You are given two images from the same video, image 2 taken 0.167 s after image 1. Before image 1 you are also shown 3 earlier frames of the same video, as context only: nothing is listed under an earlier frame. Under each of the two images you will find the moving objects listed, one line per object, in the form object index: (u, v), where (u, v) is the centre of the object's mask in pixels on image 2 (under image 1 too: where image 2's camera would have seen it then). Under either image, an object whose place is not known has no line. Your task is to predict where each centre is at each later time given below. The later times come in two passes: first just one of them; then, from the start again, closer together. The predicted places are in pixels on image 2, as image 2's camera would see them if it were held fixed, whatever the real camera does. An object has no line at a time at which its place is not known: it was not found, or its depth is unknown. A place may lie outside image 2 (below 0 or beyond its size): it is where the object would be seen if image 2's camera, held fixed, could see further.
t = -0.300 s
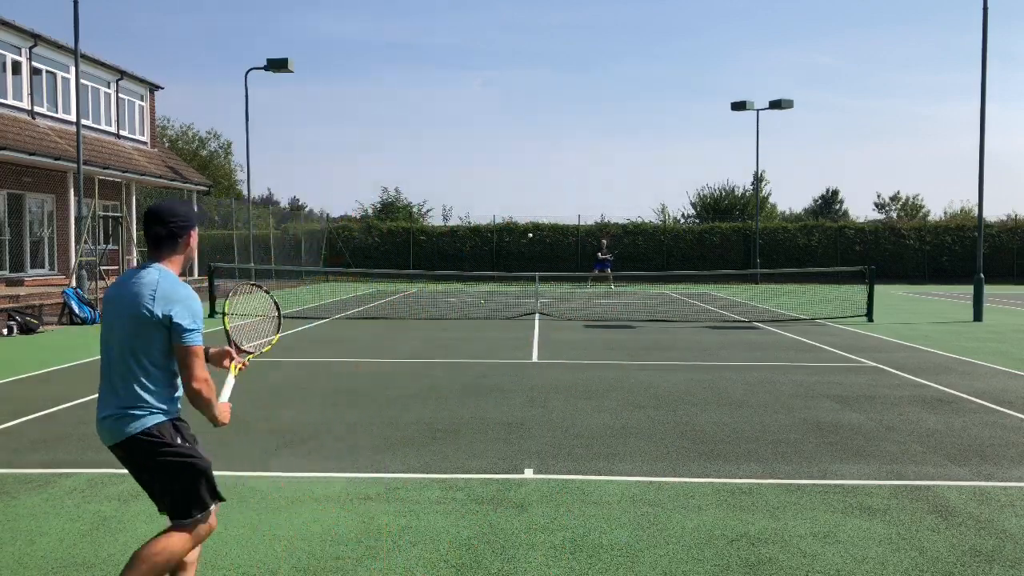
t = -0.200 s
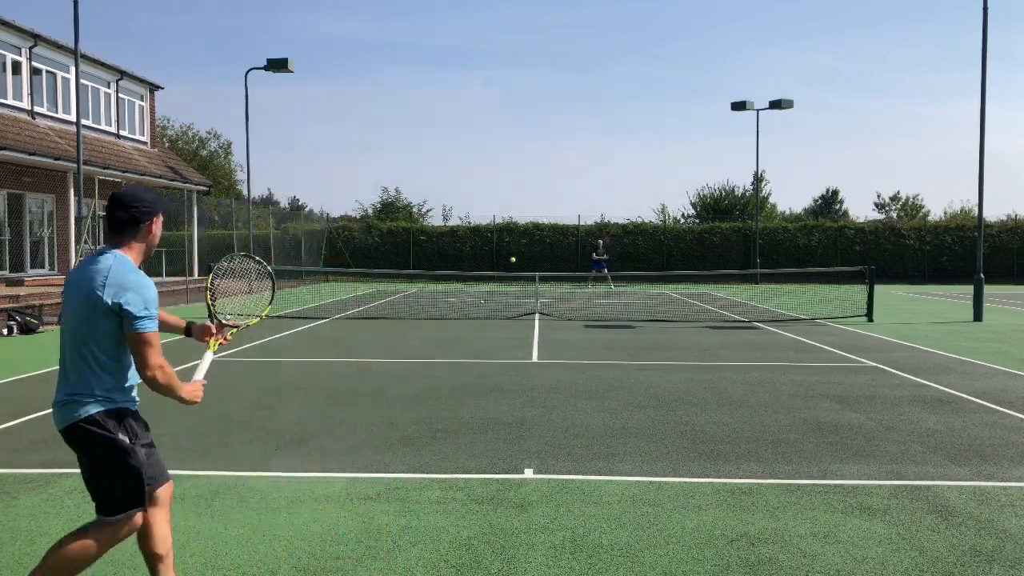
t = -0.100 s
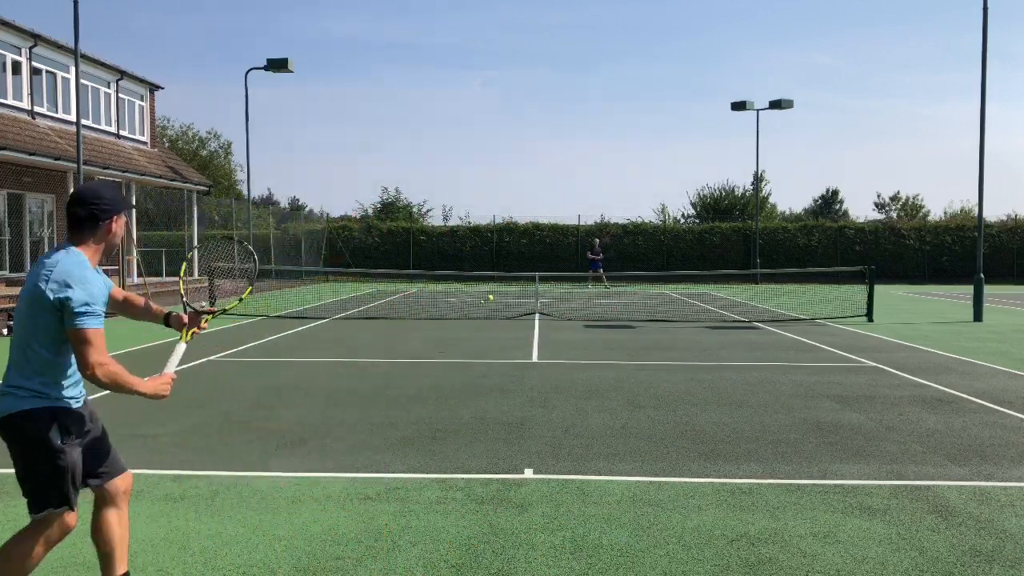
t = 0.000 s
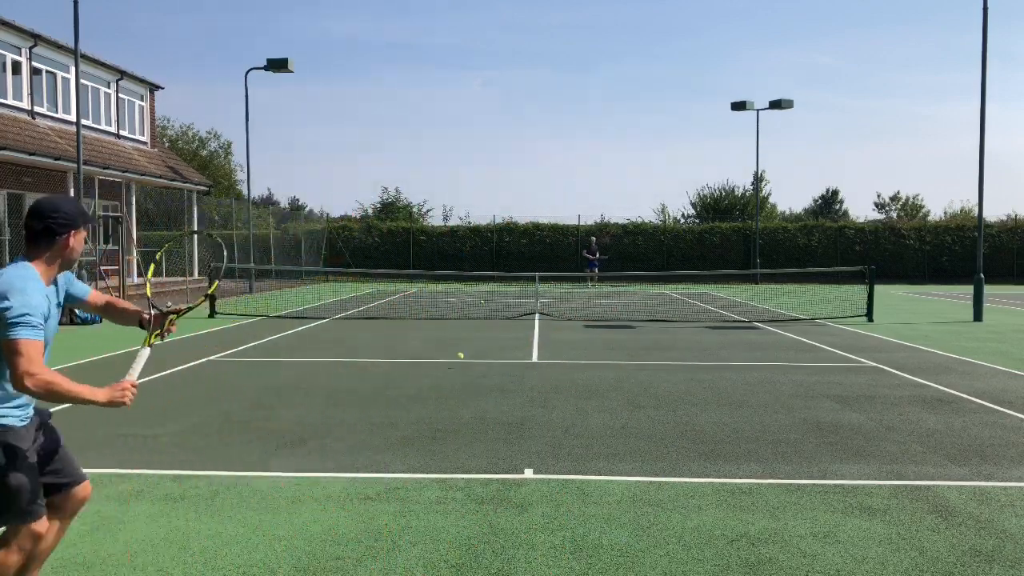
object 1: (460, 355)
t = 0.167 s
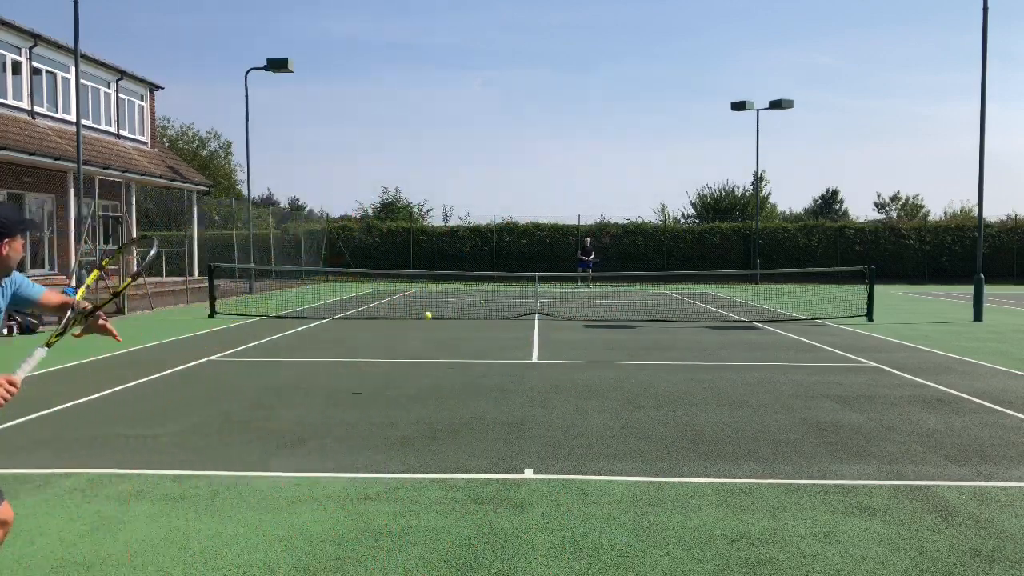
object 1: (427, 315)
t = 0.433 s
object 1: (350, 253)
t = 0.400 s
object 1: (363, 257)
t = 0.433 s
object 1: (350, 253)
